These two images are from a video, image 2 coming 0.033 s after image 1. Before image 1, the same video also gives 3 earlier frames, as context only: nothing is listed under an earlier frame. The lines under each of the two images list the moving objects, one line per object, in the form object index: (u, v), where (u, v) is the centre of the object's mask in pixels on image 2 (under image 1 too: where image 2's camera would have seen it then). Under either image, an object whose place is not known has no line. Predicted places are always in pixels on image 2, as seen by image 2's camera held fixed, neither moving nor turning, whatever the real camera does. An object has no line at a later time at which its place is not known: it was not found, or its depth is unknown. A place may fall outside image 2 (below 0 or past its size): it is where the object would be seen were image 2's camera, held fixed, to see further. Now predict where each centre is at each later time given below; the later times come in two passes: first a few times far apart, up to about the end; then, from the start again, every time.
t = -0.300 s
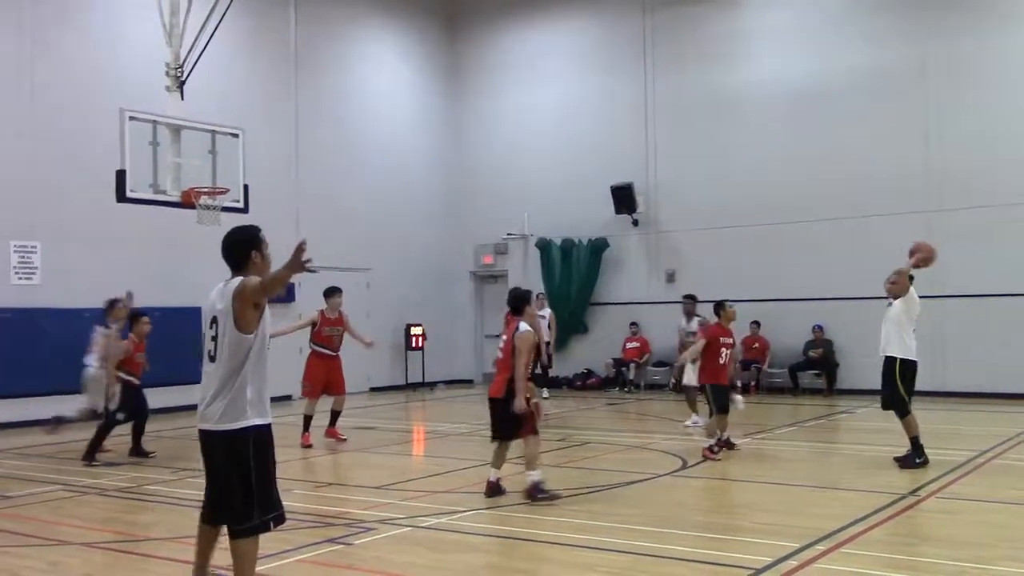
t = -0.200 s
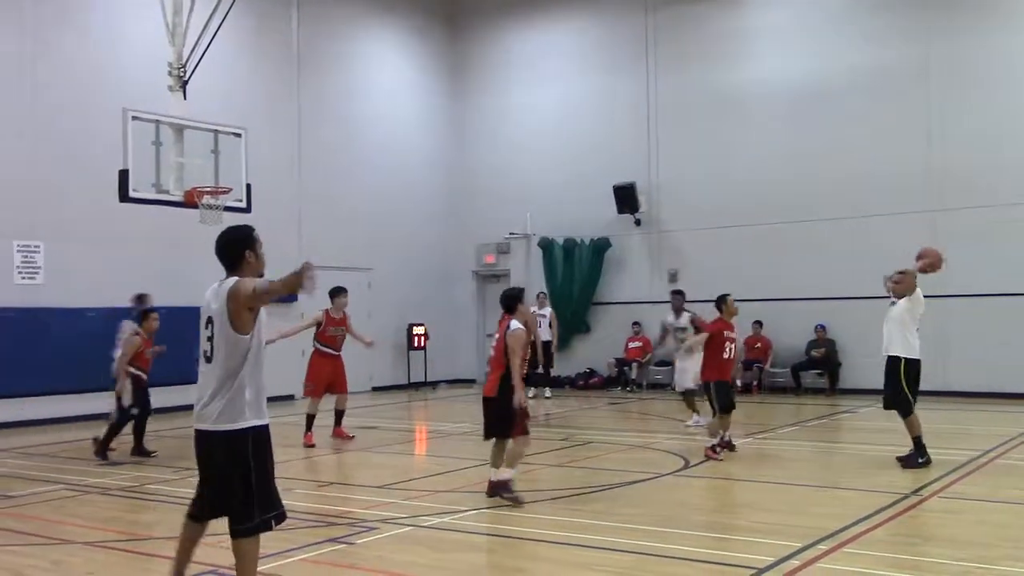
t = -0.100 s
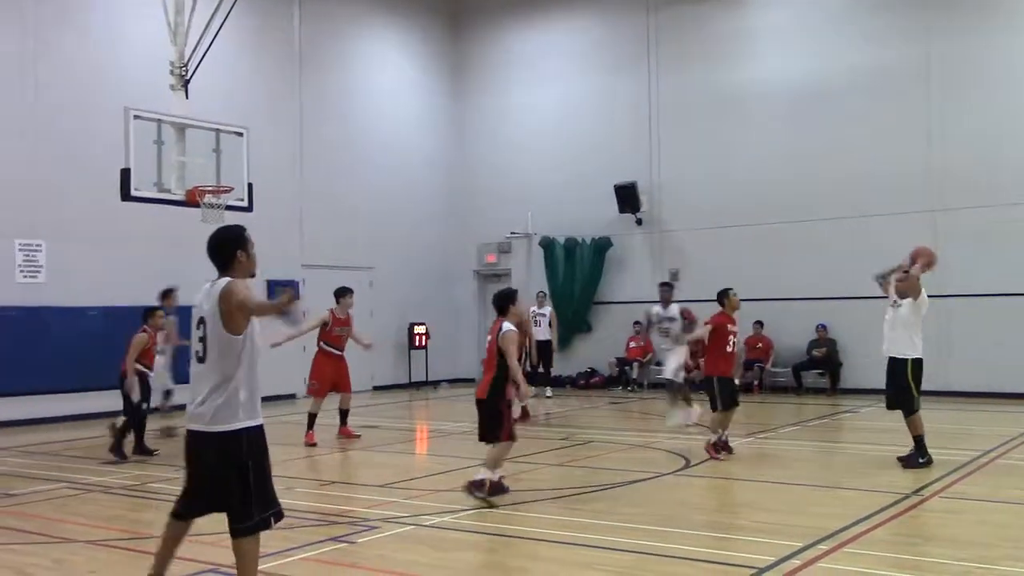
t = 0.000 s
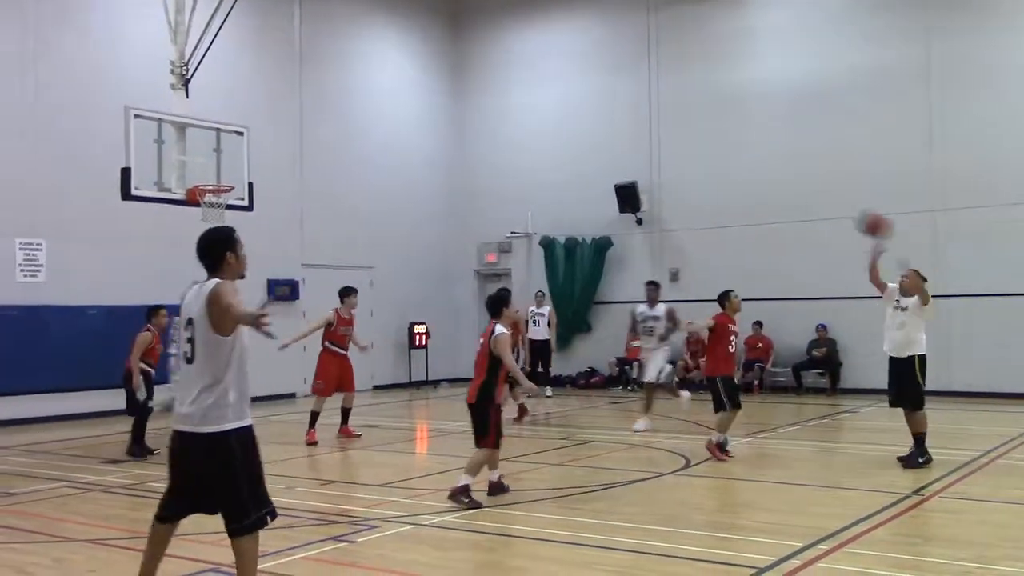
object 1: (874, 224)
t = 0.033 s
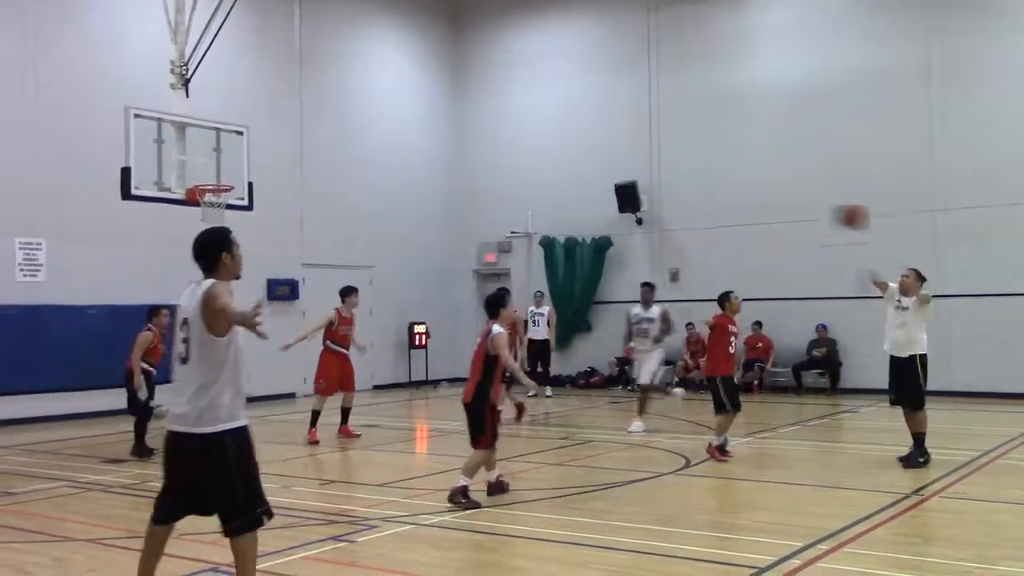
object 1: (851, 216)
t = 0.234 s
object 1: (687, 180)
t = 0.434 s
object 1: (464, 192)
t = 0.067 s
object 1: (826, 207)
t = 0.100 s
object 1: (800, 200)
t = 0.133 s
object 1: (774, 193)
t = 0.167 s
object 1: (747, 188)
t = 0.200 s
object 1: (717, 183)
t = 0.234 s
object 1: (687, 180)
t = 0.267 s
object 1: (656, 178)
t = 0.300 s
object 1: (619, 176)
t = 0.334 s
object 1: (585, 179)
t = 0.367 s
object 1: (546, 183)
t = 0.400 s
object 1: (507, 186)
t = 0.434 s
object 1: (464, 192)
